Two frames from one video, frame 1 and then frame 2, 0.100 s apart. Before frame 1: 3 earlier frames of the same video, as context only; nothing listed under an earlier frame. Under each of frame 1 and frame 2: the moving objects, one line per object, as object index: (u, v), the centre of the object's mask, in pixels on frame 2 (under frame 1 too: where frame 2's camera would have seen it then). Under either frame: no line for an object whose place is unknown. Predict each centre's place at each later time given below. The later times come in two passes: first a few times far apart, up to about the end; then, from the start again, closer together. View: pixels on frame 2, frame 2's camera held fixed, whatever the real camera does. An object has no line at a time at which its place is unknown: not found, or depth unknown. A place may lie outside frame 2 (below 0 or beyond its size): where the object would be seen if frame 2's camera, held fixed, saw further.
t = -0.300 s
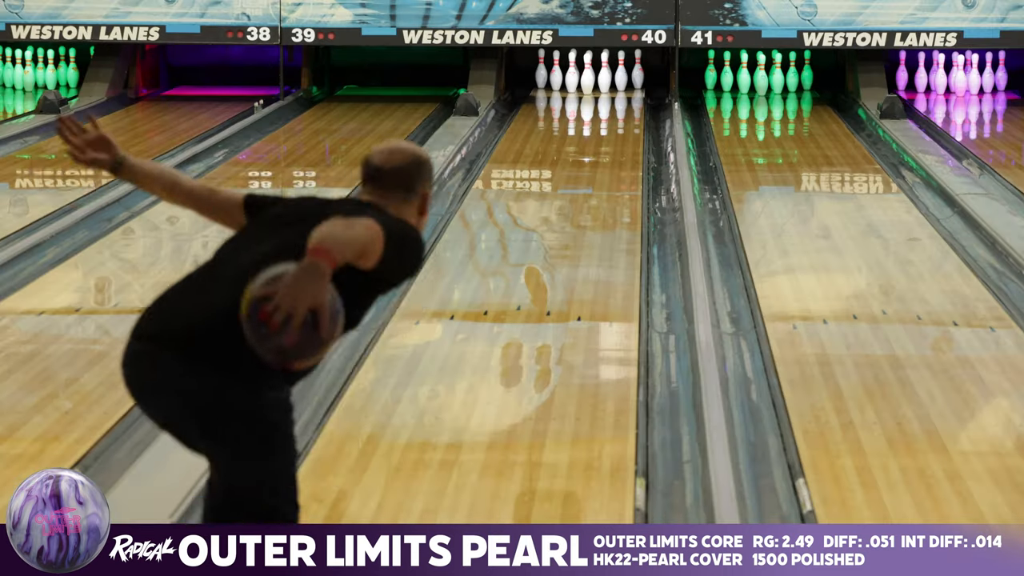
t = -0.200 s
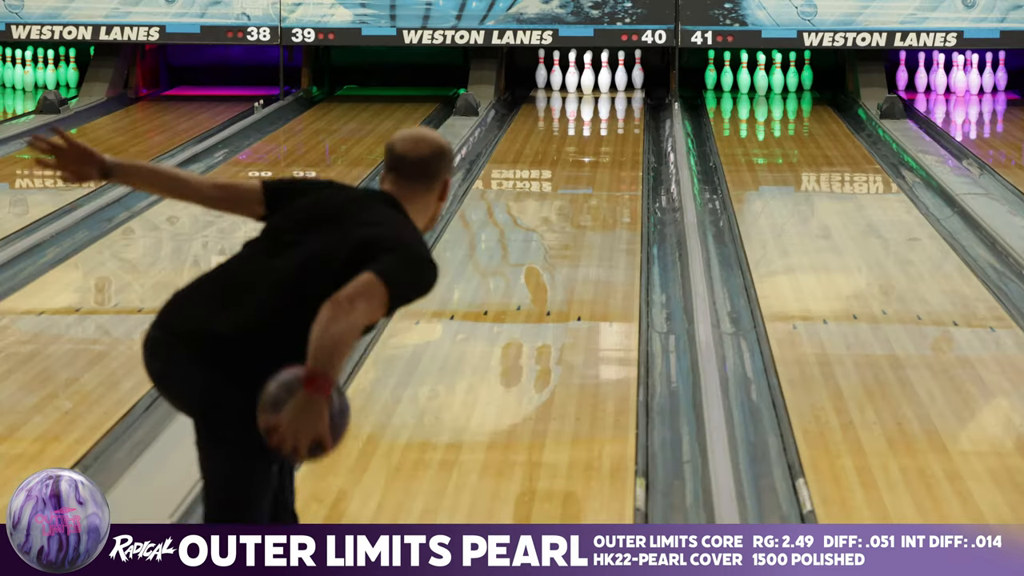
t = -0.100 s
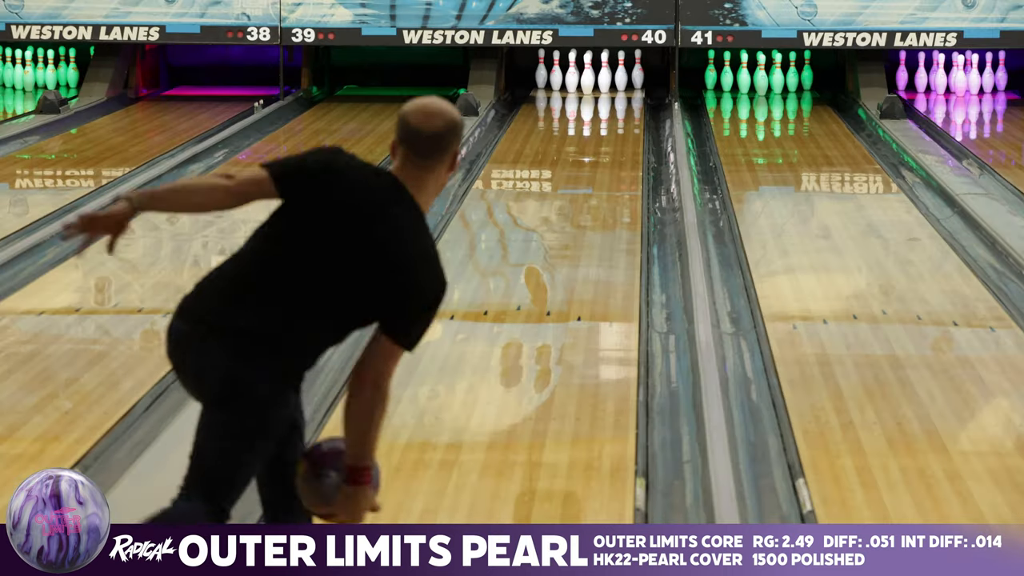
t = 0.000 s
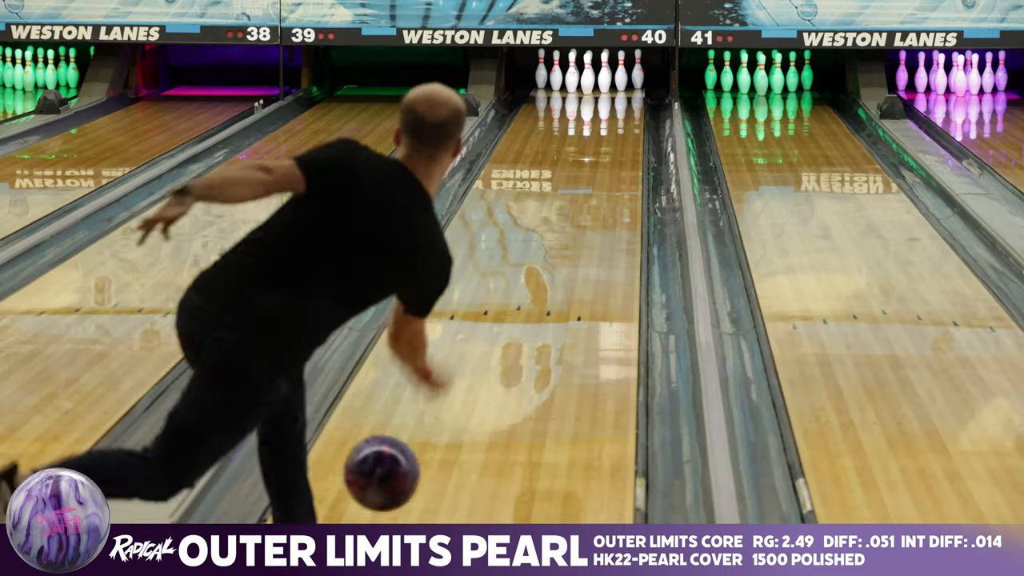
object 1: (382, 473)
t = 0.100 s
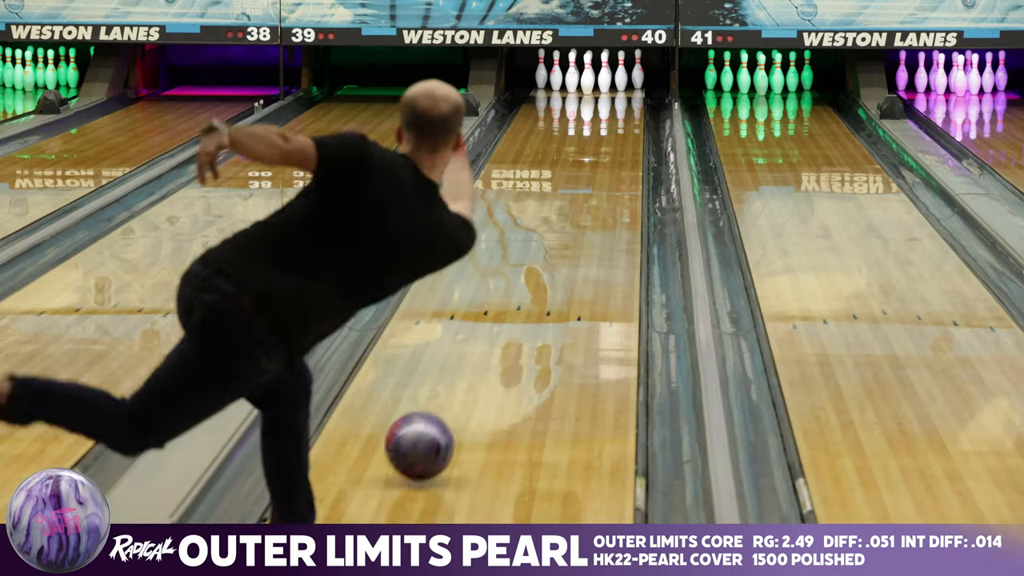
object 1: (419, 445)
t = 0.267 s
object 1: (468, 376)
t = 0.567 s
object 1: (528, 285)
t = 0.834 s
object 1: (563, 228)
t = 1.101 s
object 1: (588, 187)
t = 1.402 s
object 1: (606, 151)
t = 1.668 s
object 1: (616, 127)
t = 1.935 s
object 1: (615, 107)
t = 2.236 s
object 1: (602, 90)
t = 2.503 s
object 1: (593, 80)
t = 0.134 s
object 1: (430, 428)
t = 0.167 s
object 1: (441, 416)
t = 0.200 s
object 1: (451, 403)
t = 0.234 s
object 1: (460, 389)
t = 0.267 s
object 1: (468, 376)
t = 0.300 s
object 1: (477, 364)
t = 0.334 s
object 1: (484, 352)
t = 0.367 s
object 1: (492, 341)
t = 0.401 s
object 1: (499, 331)
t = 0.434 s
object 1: (505, 321)
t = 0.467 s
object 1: (512, 311)
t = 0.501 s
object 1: (517, 301)
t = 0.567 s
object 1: (528, 285)
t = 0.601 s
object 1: (534, 277)
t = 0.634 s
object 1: (538, 269)
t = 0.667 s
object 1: (543, 261)
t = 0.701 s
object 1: (548, 254)
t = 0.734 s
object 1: (552, 247)
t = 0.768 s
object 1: (556, 241)
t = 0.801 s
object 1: (560, 235)
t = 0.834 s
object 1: (563, 228)
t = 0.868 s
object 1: (567, 223)
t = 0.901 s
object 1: (570, 217)
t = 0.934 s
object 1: (574, 211)
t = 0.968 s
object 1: (577, 206)
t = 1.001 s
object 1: (579, 201)
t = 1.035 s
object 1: (583, 196)
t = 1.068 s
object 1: (585, 191)
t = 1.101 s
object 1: (588, 187)
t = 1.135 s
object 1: (590, 182)
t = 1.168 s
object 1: (593, 178)
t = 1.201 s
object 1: (595, 174)
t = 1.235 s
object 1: (597, 170)
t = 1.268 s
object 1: (599, 166)
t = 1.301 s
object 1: (601, 162)
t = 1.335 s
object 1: (603, 158)
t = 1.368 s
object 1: (605, 155)
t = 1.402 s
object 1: (606, 151)
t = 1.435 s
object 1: (608, 148)
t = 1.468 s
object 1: (609, 144)
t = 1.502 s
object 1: (611, 141)
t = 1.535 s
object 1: (612, 138)
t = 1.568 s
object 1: (613, 135)
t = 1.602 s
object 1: (614, 133)
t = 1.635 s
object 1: (615, 129)
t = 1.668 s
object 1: (616, 127)
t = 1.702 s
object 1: (616, 124)
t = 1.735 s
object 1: (617, 121)
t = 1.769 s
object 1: (617, 119)
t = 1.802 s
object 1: (617, 117)
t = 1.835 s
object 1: (616, 114)
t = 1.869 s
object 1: (616, 112)
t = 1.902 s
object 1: (616, 109)
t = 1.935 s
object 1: (615, 107)
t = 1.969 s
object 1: (614, 105)
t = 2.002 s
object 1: (613, 103)
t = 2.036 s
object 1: (612, 101)
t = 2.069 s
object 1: (611, 99)
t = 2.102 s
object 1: (609, 97)
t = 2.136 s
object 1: (608, 95)
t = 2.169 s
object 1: (606, 93)
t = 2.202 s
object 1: (604, 91)
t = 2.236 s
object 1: (602, 90)
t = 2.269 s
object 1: (600, 88)
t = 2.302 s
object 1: (598, 86)
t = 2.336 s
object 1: (595, 85)
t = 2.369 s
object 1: (594, 83)
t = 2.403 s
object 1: (595, 82)
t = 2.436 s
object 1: (594, 81)
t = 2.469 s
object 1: (593, 81)
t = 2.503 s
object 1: (593, 80)
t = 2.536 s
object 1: (592, 79)
